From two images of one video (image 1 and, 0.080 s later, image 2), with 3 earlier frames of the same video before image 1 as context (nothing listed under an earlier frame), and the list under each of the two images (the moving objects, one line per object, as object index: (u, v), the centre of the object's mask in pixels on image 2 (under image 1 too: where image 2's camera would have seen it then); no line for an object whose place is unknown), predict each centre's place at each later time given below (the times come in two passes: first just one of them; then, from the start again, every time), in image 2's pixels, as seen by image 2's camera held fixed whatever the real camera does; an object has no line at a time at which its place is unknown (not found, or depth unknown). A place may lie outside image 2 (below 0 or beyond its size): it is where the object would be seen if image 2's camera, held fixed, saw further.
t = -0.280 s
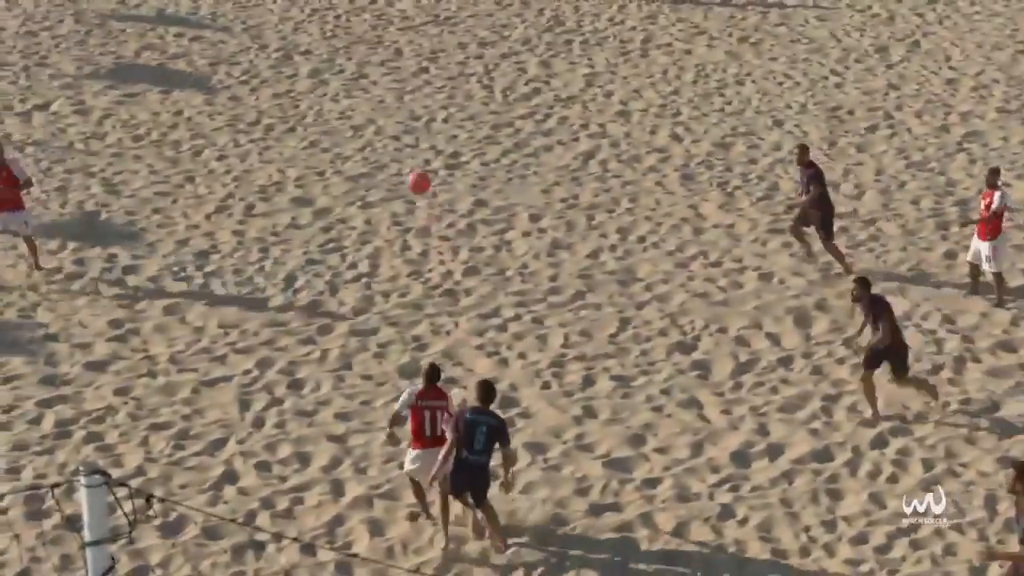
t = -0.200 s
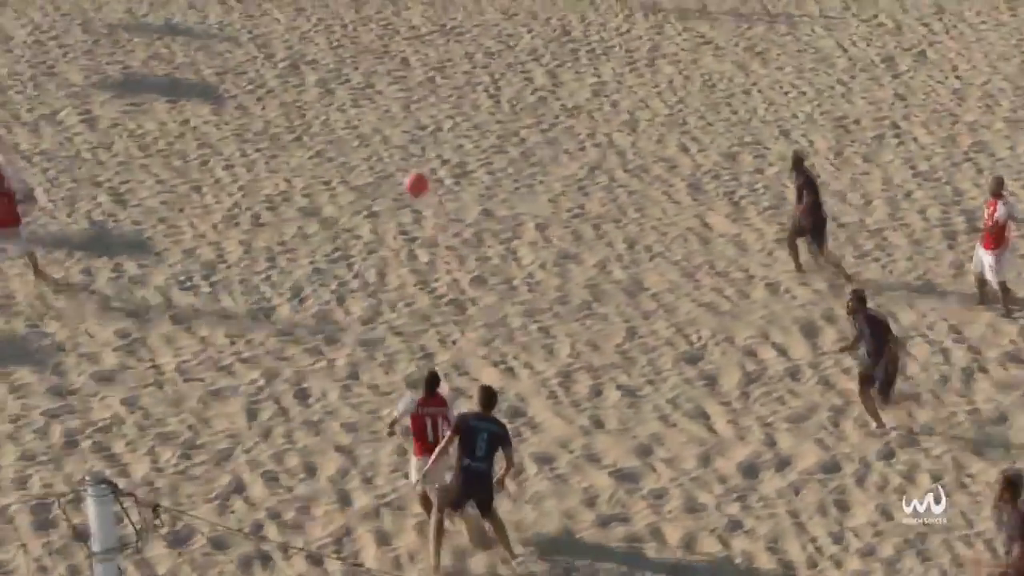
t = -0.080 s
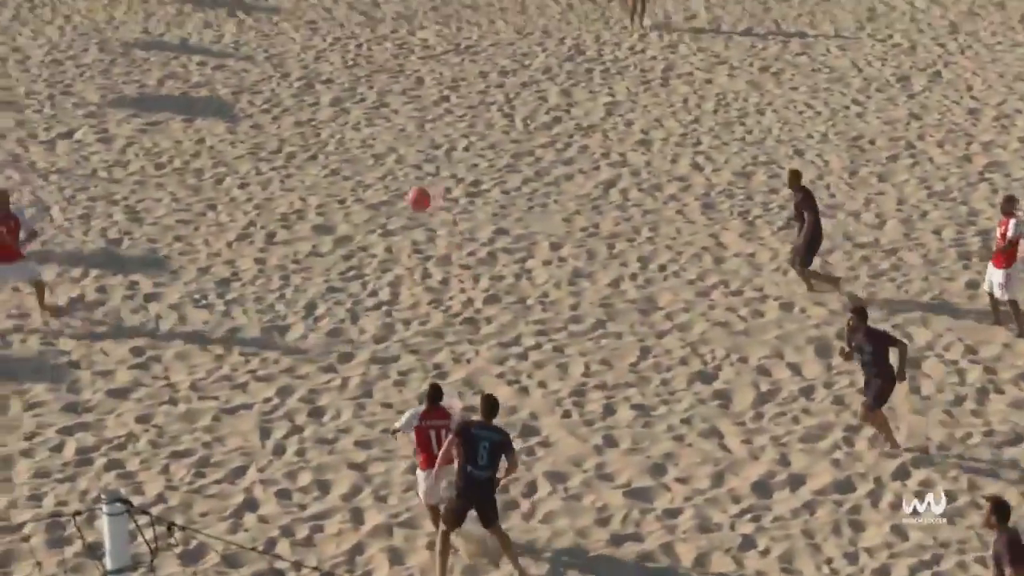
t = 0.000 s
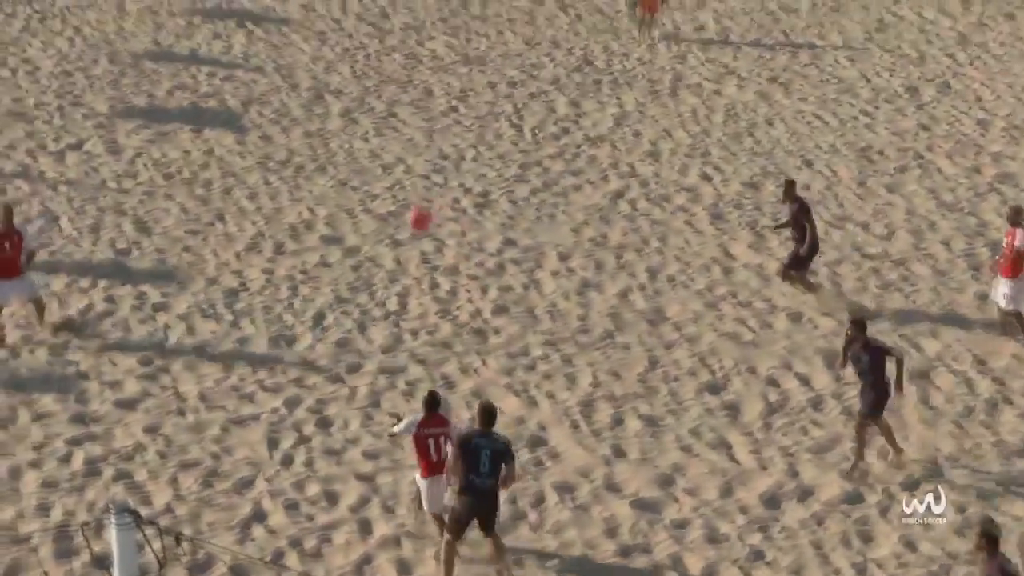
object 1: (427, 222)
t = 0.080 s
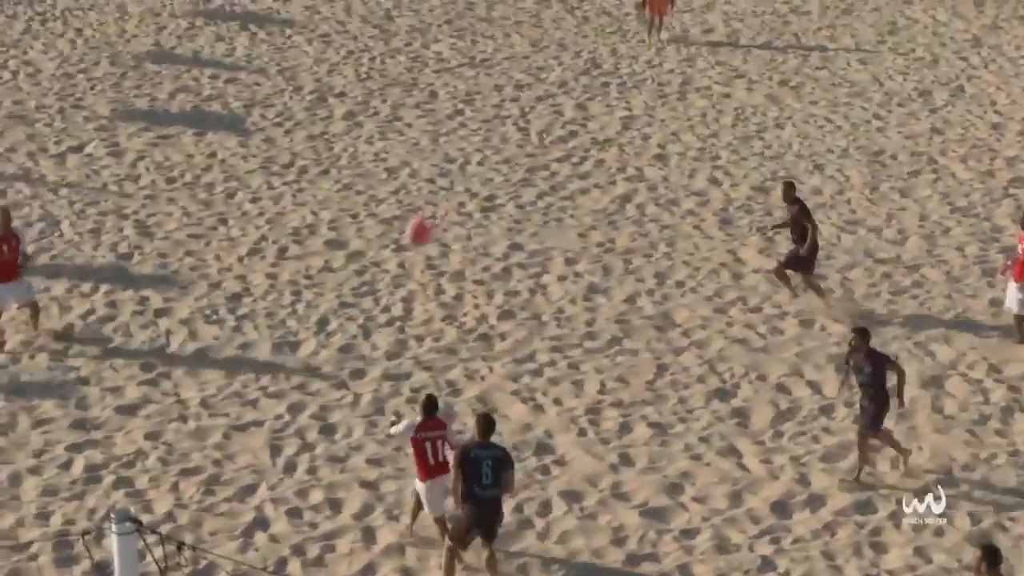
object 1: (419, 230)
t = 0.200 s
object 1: (407, 267)
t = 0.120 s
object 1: (413, 242)
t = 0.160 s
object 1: (409, 254)
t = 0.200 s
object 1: (407, 267)
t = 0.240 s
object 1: (403, 278)
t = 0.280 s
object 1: (400, 286)
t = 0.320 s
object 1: (397, 313)
